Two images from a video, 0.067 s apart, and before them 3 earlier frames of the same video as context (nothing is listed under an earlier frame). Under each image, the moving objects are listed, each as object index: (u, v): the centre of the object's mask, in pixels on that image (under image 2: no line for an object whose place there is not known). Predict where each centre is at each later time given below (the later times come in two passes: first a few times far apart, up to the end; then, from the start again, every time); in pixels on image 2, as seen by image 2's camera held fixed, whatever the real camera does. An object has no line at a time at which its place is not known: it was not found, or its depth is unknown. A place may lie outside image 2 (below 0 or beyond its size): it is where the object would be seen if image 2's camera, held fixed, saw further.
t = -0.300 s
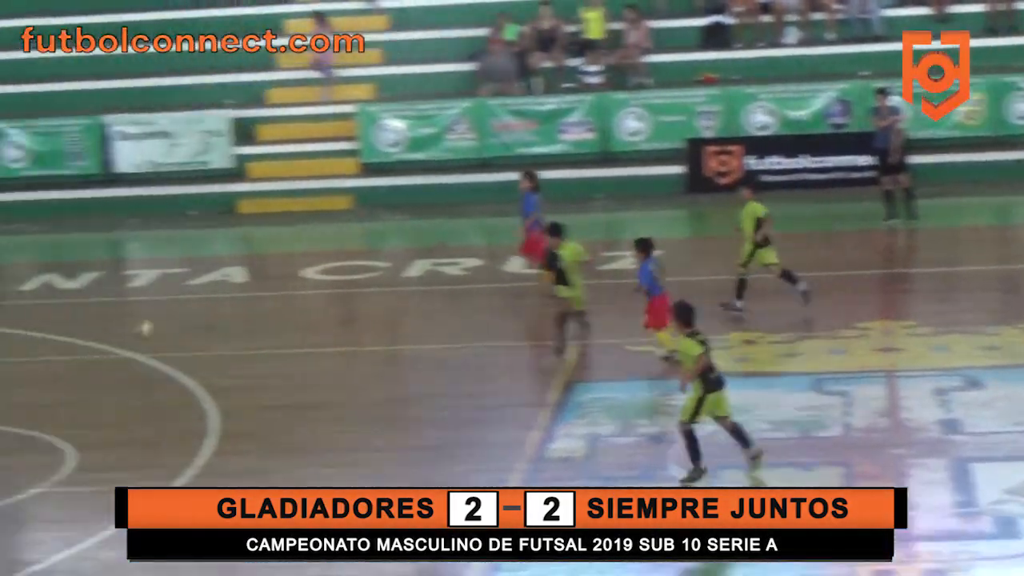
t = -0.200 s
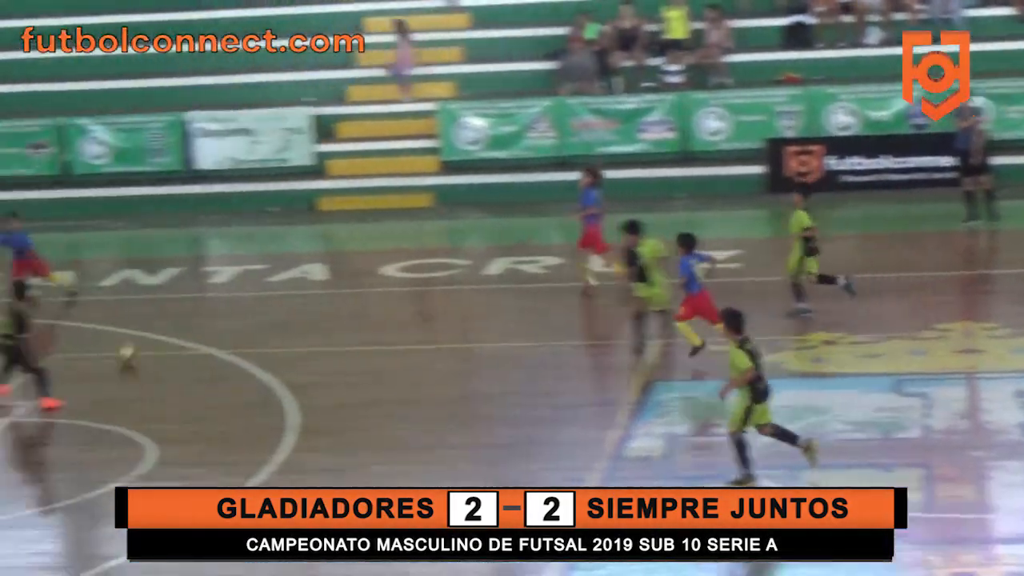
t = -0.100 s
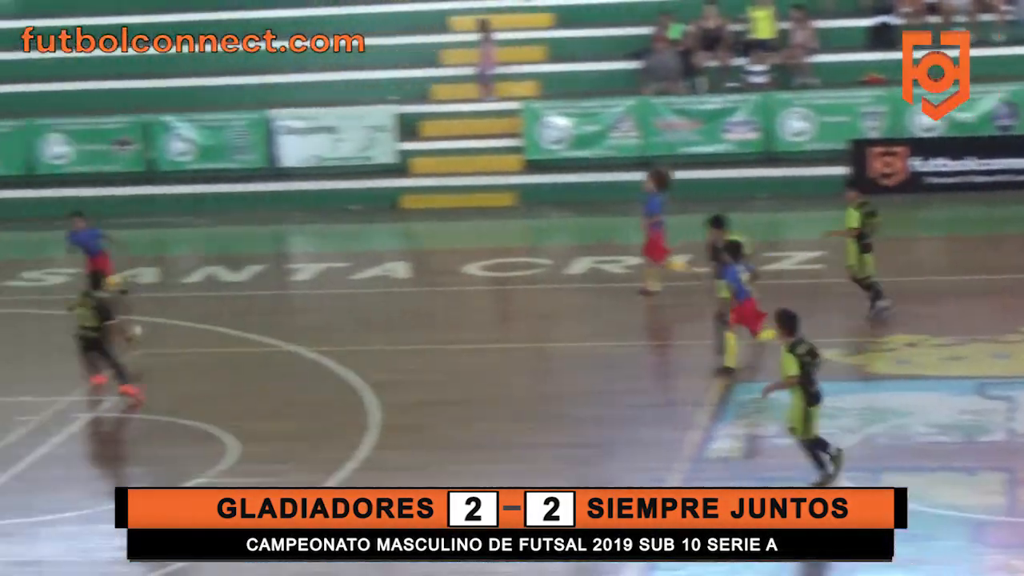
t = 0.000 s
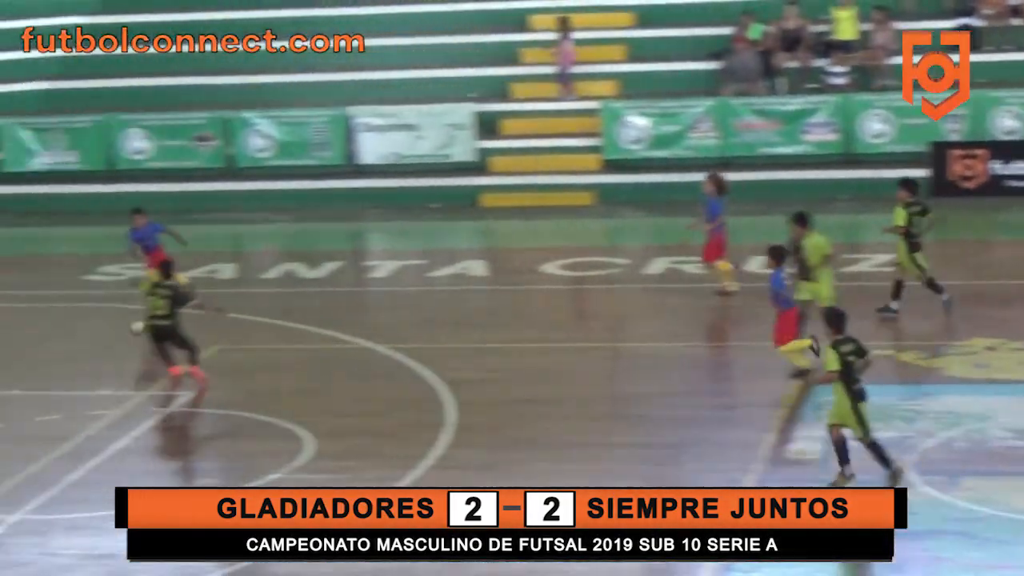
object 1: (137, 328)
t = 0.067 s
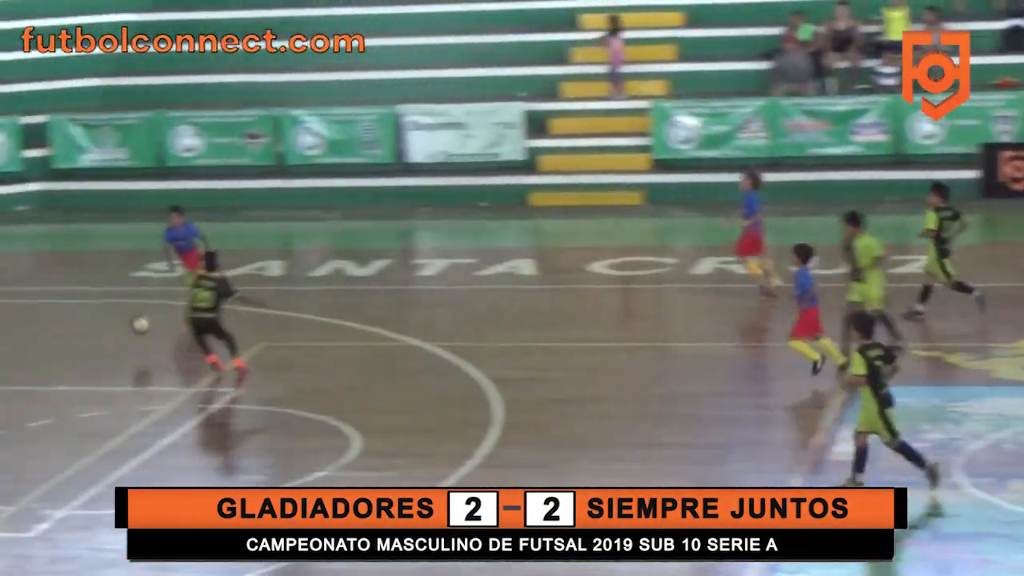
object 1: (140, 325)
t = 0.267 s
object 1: (-3, 344)
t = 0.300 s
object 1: (-25, 341)
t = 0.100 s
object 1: (116, 328)
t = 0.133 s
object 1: (94, 332)
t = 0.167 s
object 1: (70, 337)
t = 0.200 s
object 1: (46, 345)
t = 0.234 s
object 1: (23, 346)
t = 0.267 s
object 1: (-3, 344)
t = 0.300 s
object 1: (-25, 341)
